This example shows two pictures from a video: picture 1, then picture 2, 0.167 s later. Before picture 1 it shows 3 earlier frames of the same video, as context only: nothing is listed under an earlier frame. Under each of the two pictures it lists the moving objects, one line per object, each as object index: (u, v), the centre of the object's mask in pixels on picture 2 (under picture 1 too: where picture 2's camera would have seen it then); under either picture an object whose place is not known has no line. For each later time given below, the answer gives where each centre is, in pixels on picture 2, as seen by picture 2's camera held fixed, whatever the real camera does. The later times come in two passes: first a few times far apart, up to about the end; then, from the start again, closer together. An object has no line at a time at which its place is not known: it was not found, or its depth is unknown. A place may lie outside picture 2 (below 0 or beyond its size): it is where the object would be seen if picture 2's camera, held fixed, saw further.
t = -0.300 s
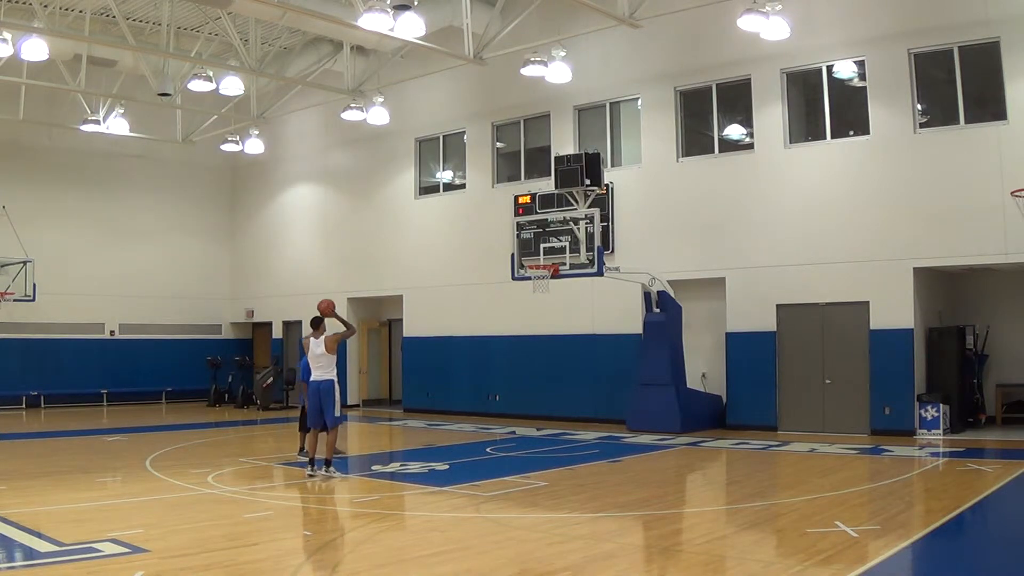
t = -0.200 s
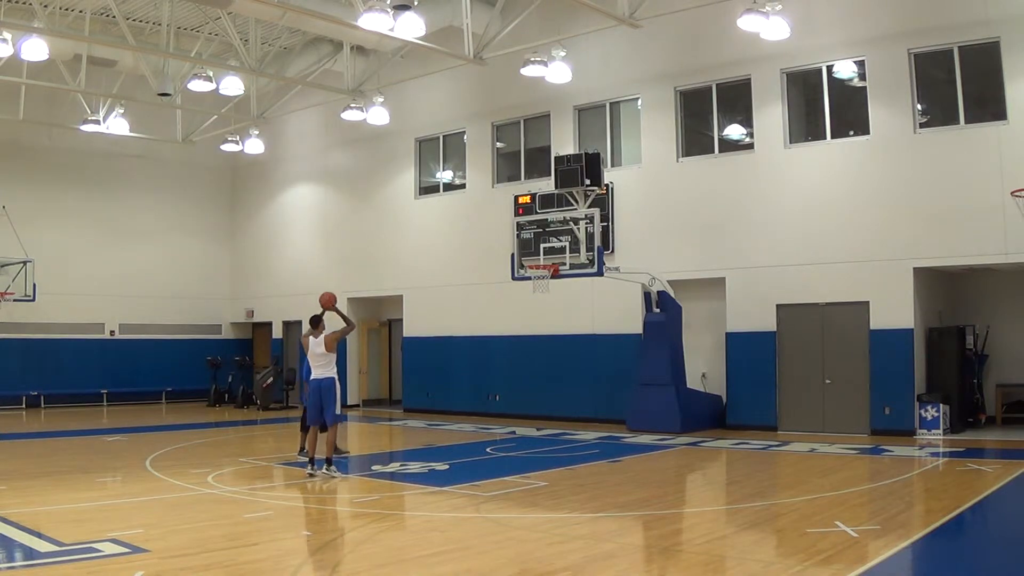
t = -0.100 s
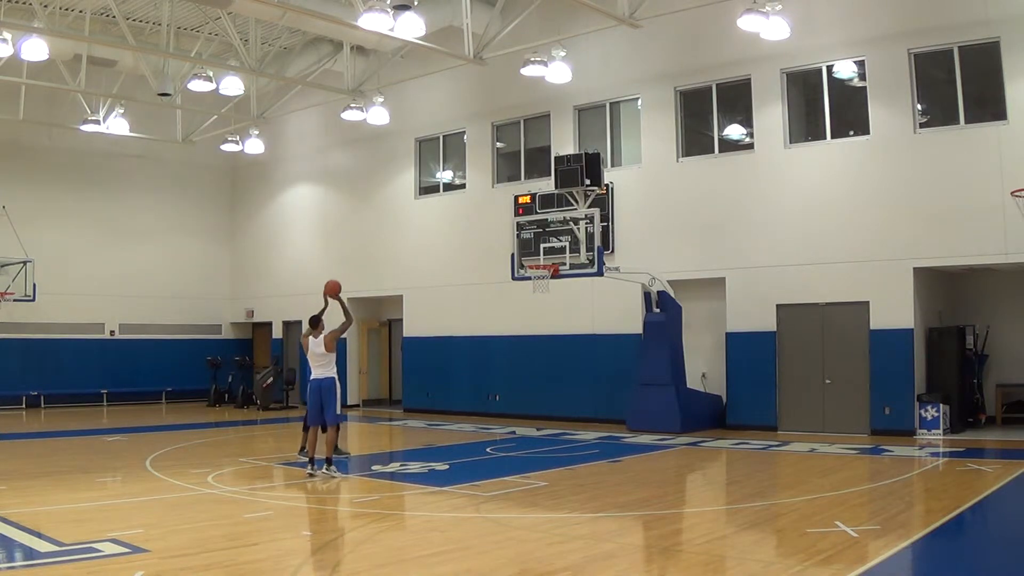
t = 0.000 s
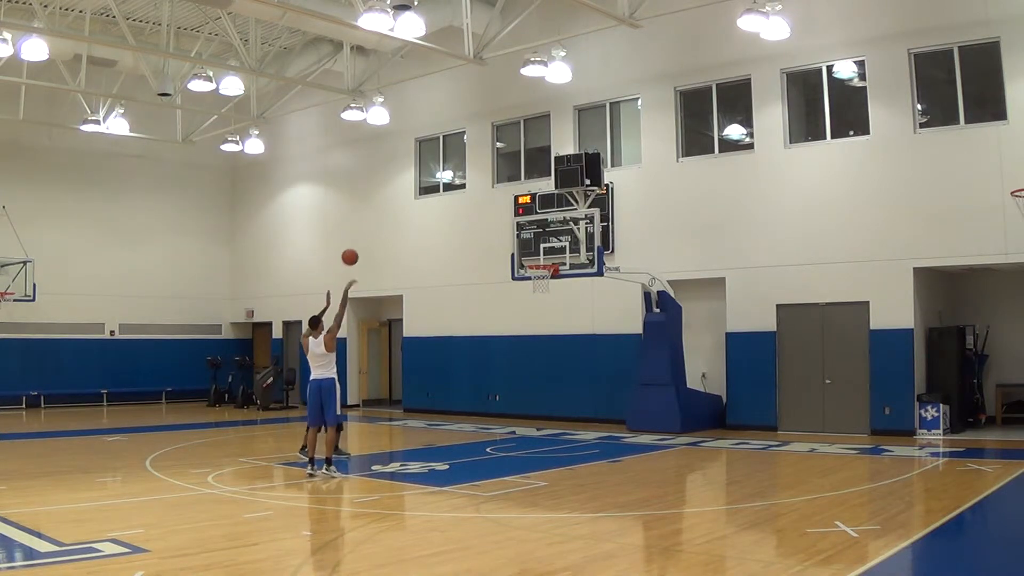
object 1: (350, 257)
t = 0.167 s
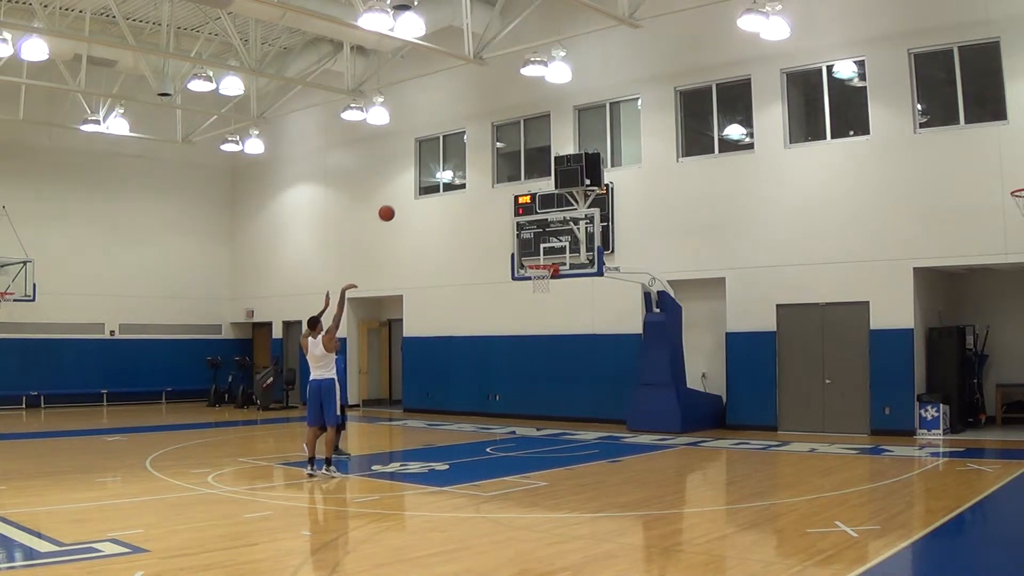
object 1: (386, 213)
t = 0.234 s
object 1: (400, 202)
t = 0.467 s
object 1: (445, 186)
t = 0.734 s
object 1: (493, 208)
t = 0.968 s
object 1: (531, 259)
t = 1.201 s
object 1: (548, 290)
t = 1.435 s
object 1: (553, 339)
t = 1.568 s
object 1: (555, 379)
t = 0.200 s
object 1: (393, 207)
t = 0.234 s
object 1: (400, 202)
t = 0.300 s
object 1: (414, 194)
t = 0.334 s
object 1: (420, 191)
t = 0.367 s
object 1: (427, 188)
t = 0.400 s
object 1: (433, 187)
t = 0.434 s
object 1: (438, 186)
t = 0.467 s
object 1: (445, 186)
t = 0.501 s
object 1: (451, 186)
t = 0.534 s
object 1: (458, 187)
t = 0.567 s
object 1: (464, 189)
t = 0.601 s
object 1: (470, 192)
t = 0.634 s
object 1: (476, 195)
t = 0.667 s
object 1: (481, 199)
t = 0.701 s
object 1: (487, 203)
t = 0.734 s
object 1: (493, 208)
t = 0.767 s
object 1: (498, 214)
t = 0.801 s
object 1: (504, 220)
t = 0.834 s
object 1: (509, 227)
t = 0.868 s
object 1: (514, 234)
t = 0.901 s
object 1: (520, 242)
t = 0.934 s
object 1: (525, 250)
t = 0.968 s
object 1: (531, 259)
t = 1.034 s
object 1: (541, 270)
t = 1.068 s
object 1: (545, 276)
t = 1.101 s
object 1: (547, 279)
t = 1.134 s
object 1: (547, 282)
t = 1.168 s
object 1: (548, 285)
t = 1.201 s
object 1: (548, 290)
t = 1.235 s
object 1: (549, 295)
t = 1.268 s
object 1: (549, 300)
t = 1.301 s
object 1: (550, 306)
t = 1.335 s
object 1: (550, 314)
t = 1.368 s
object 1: (551, 321)
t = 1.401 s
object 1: (552, 329)
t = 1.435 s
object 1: (553, 339)
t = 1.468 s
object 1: (553, 347)
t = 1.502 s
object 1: (554, 357)
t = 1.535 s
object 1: (554, 368)
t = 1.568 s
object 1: (555, 379)
